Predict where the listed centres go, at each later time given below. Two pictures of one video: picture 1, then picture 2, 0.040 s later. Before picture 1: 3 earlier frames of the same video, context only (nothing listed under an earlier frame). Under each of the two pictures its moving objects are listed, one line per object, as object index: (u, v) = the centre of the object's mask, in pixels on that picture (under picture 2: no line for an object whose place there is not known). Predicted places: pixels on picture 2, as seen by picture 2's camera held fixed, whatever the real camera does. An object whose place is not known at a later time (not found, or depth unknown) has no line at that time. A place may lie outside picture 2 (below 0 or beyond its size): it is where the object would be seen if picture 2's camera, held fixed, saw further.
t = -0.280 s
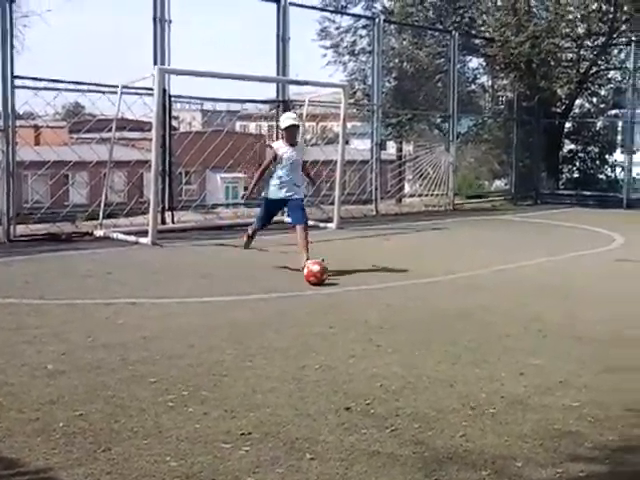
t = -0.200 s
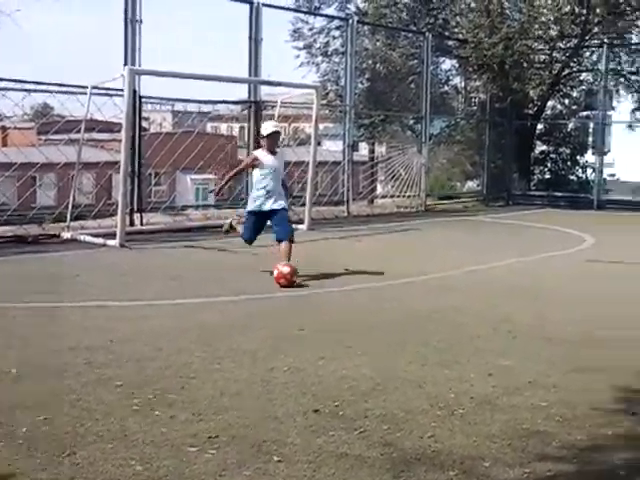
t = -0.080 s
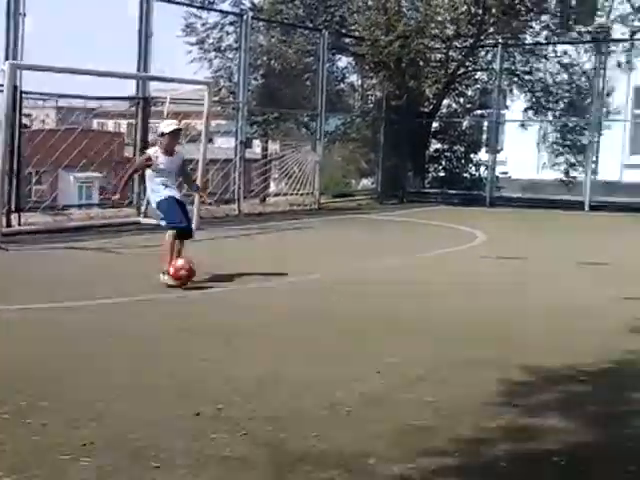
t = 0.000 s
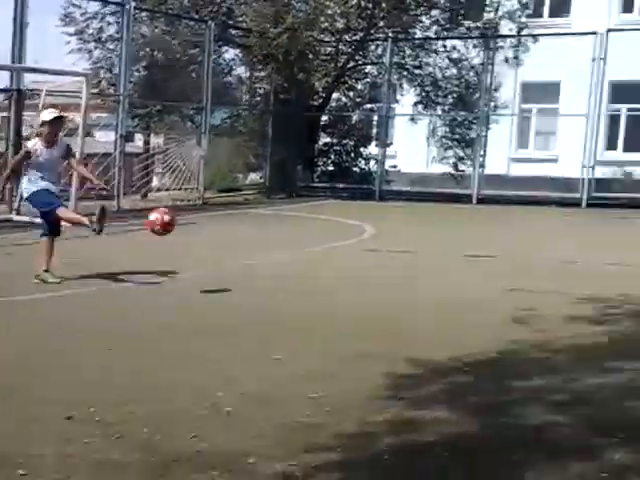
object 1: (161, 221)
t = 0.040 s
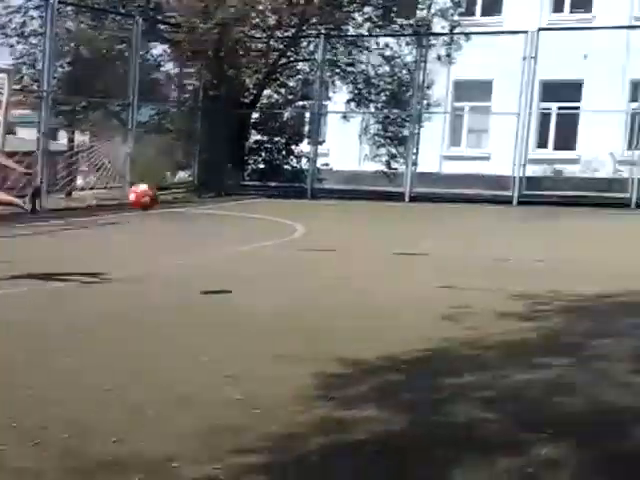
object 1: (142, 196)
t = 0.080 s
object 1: (192, 171)
